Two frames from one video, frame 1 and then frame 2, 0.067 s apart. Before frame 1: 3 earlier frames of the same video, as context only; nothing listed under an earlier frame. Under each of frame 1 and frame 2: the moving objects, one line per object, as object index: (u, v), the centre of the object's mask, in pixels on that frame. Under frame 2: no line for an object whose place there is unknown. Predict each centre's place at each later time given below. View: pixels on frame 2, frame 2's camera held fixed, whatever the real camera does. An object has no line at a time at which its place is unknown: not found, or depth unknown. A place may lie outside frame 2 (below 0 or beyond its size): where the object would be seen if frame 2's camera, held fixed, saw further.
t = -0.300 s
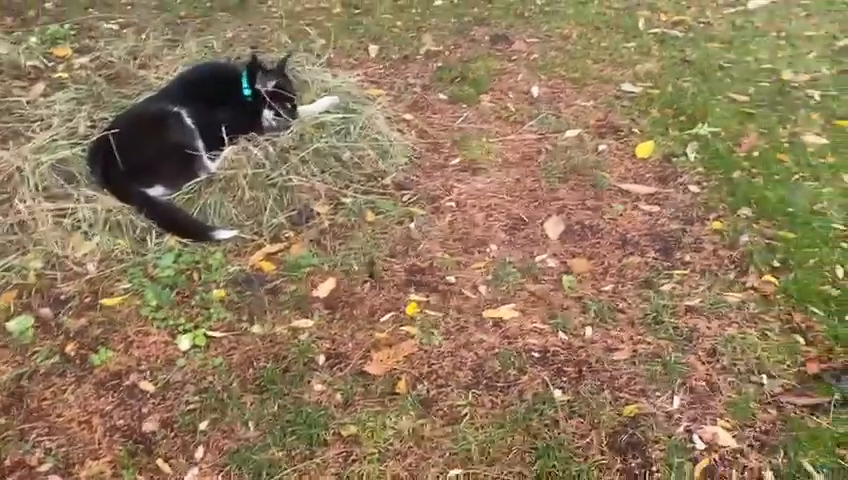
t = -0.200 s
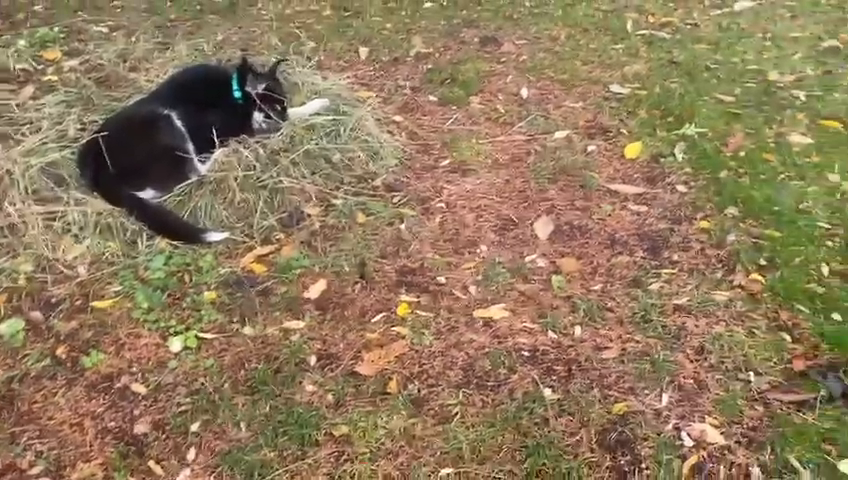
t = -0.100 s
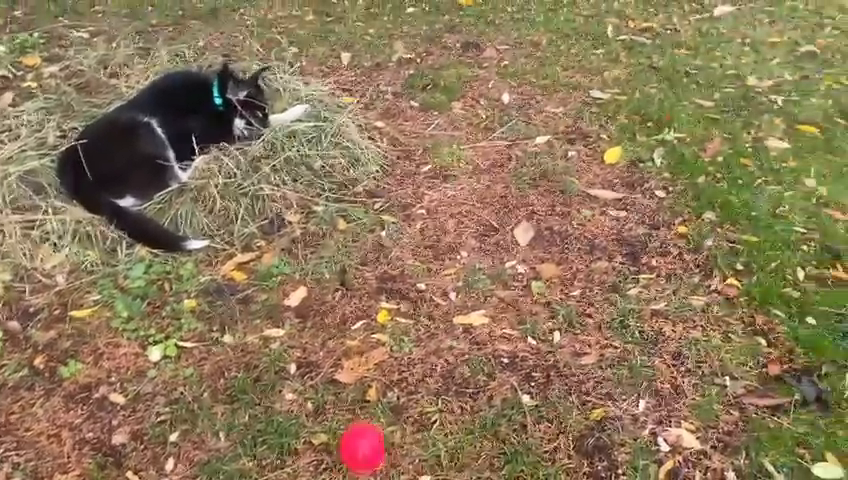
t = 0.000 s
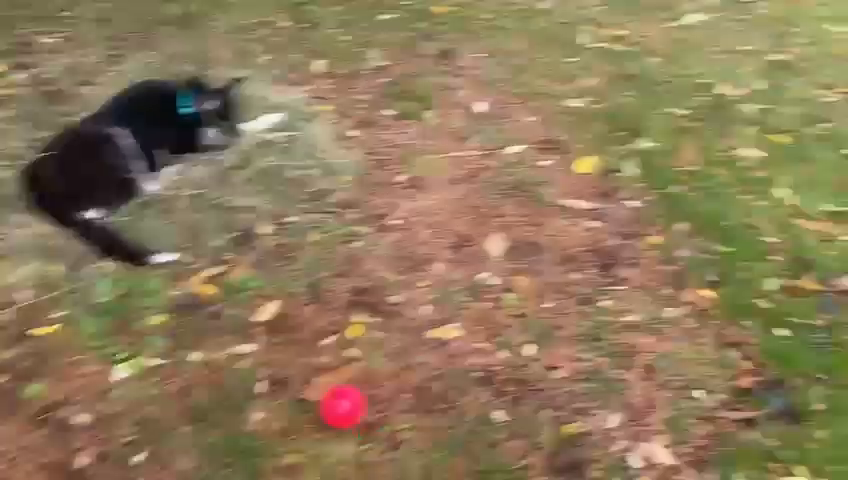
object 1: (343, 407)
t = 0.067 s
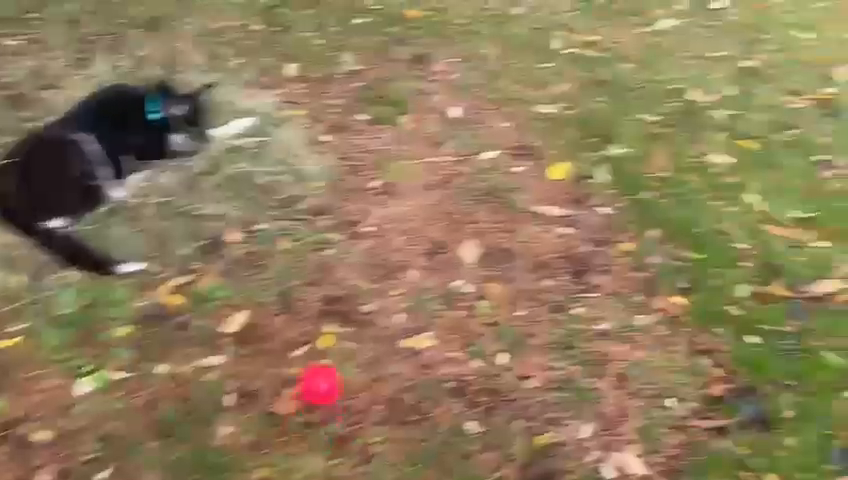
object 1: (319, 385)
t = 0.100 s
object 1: (322, 368)
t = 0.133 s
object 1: (325, 353)
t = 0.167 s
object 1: (327, 339)
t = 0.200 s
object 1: (329, 328)
